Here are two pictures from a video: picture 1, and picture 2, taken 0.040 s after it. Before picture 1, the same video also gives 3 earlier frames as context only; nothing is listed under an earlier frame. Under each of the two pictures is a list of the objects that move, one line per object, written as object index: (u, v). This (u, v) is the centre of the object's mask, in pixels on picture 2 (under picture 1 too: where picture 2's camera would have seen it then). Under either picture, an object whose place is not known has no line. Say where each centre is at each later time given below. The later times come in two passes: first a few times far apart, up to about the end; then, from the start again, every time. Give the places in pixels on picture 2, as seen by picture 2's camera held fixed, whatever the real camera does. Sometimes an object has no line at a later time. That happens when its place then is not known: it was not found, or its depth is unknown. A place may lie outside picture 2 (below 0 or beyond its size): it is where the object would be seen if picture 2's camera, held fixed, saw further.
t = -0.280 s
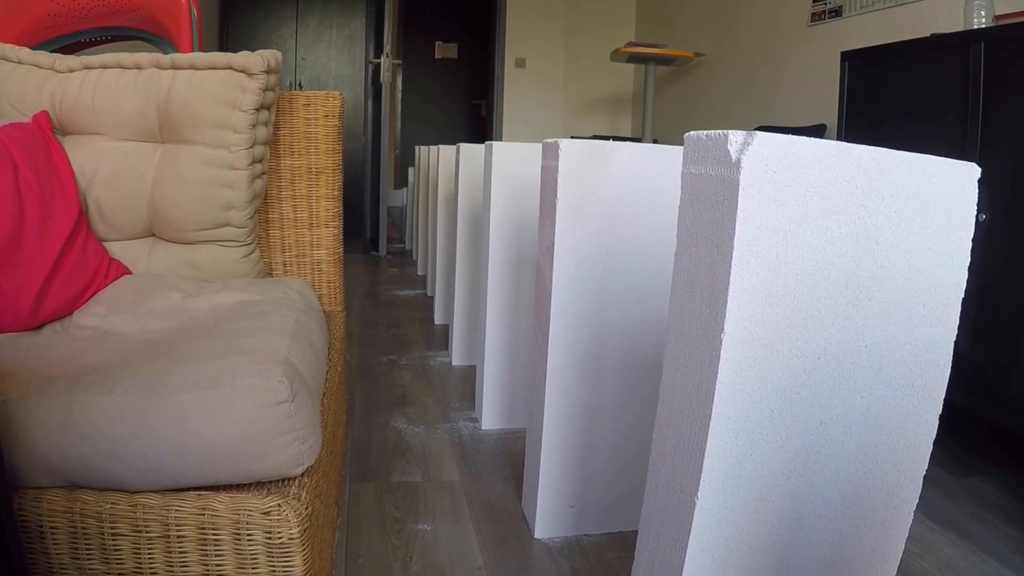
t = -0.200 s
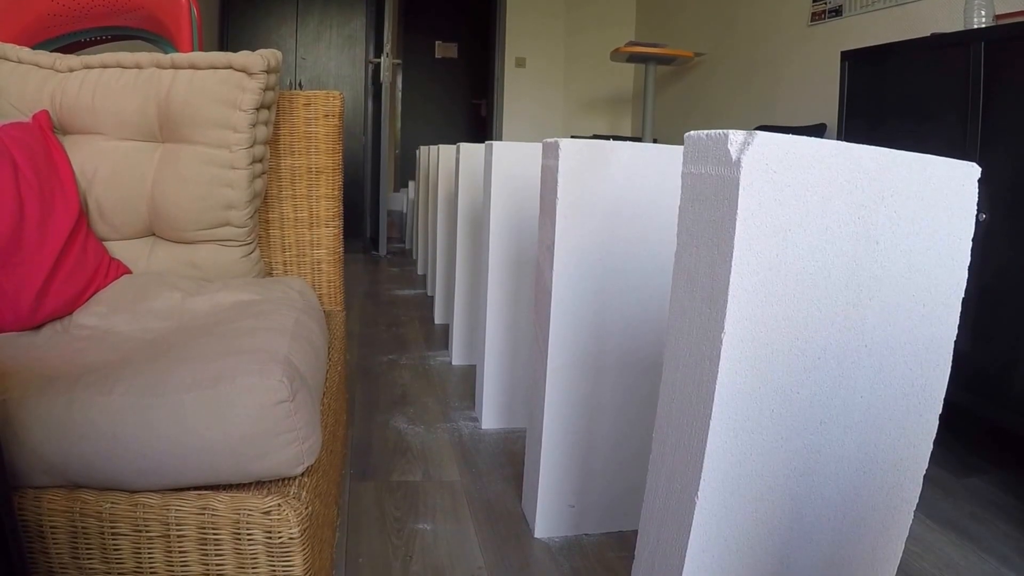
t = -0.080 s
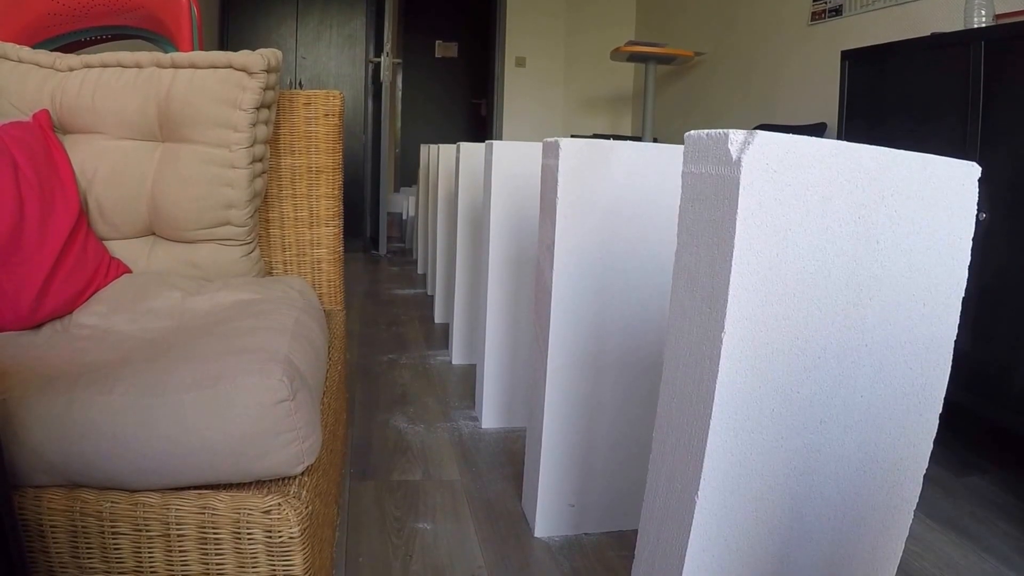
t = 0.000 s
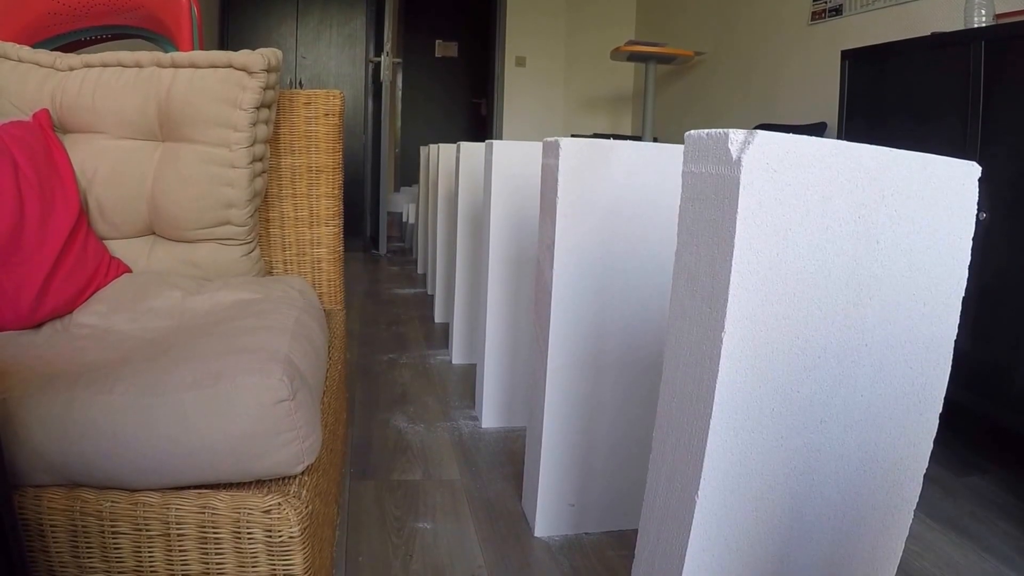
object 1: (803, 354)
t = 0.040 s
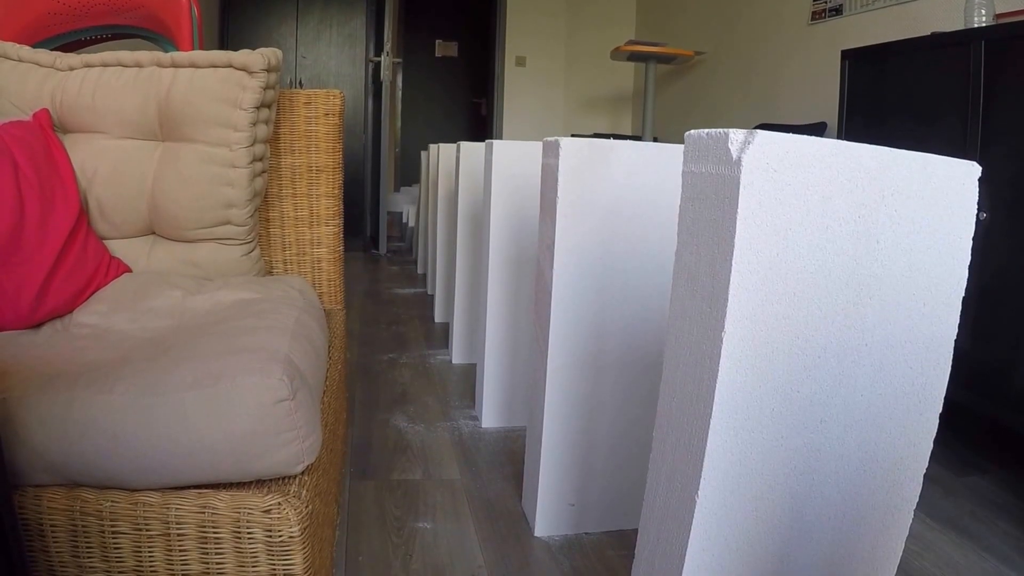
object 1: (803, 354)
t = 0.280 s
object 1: (803, 355)
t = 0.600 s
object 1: (803, 355)
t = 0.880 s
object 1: (803, 356)
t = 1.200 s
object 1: (802, 357)
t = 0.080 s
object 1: (803, 354)
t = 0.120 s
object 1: (803, 354)
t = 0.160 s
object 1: (803, 355)
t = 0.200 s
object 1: (803, 355)
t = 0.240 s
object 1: (803, 355)
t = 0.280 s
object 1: (803, 355)
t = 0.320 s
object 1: (803, 355)
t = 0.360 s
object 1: (803, 355)
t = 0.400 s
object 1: (803, 355)
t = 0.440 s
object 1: (803, 355)
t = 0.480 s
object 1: (803, 355)
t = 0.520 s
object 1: (803, 355)
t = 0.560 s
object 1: (803, 355)
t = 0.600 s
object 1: (803, 355)
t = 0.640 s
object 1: (803, 356)
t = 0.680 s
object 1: (803, 356)
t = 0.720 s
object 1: (803, 356)
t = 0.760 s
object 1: (803, 356)
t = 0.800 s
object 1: (802, 356)
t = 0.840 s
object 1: (803, 356)
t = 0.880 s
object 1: (803, 356)
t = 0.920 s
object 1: (802, 356)
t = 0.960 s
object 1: (802, 357)
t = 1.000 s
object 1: (802, 357)
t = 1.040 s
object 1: (802, 357)
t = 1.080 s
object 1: (802, 357)
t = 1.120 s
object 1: (802, 357)
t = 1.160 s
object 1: (802, 357)
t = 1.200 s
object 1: (802, 357)
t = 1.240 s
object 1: (810, 356)
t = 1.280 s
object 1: (833, 357)
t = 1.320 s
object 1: (855, 365)
